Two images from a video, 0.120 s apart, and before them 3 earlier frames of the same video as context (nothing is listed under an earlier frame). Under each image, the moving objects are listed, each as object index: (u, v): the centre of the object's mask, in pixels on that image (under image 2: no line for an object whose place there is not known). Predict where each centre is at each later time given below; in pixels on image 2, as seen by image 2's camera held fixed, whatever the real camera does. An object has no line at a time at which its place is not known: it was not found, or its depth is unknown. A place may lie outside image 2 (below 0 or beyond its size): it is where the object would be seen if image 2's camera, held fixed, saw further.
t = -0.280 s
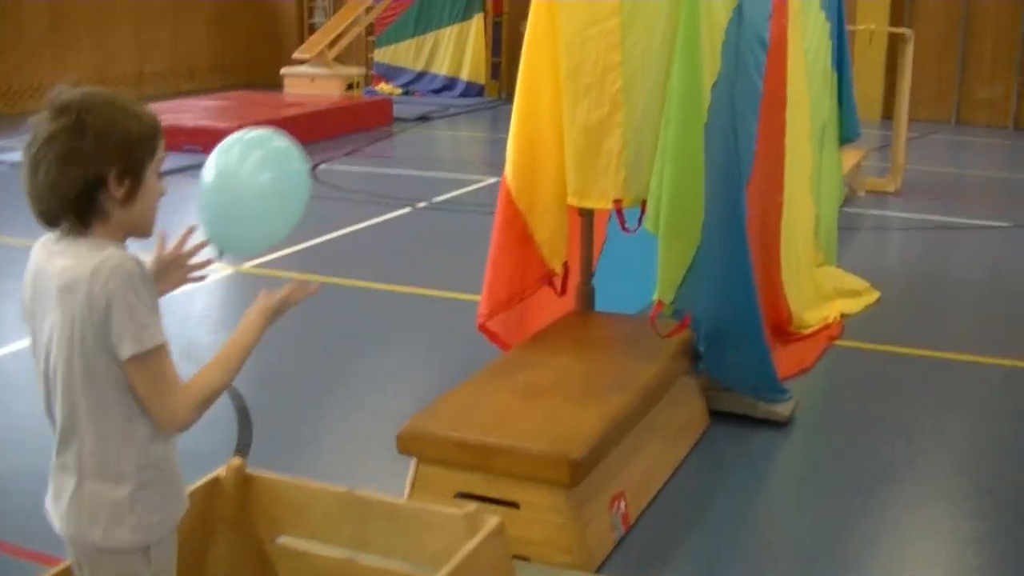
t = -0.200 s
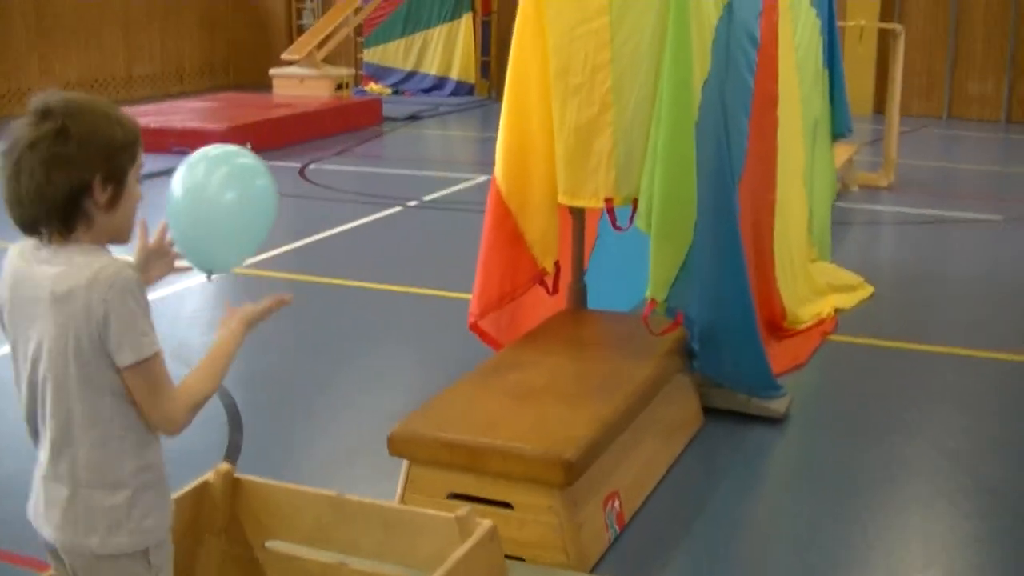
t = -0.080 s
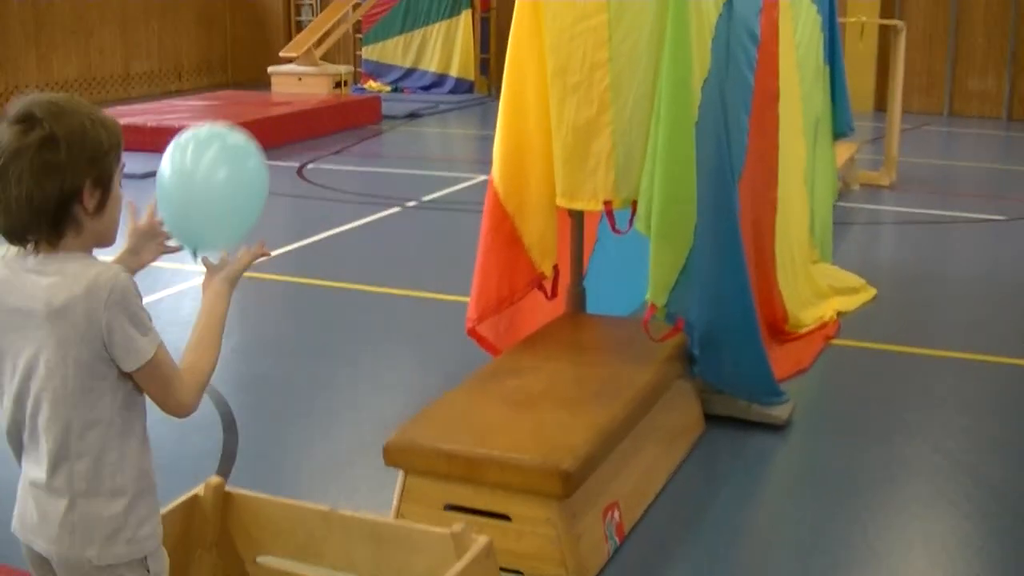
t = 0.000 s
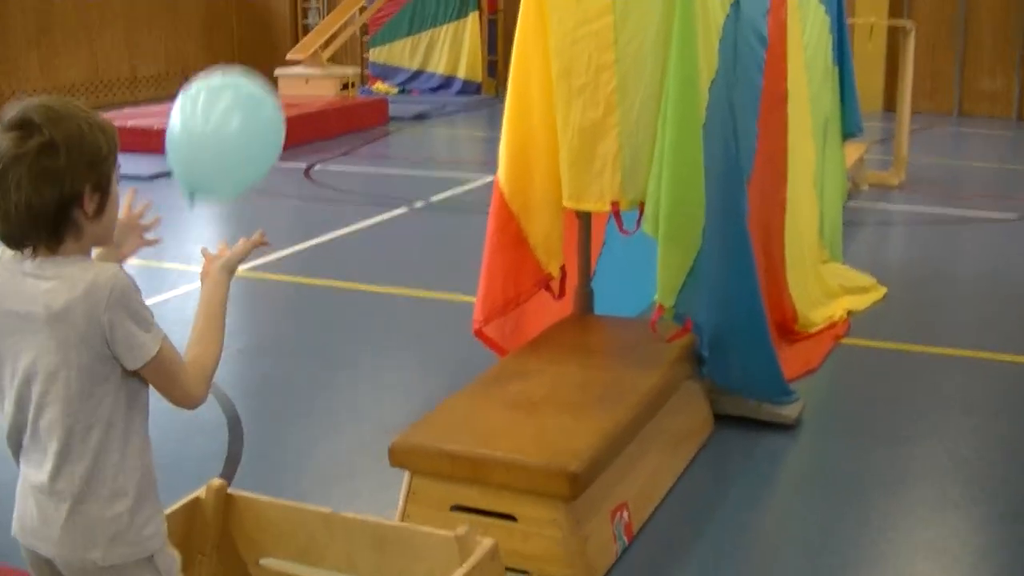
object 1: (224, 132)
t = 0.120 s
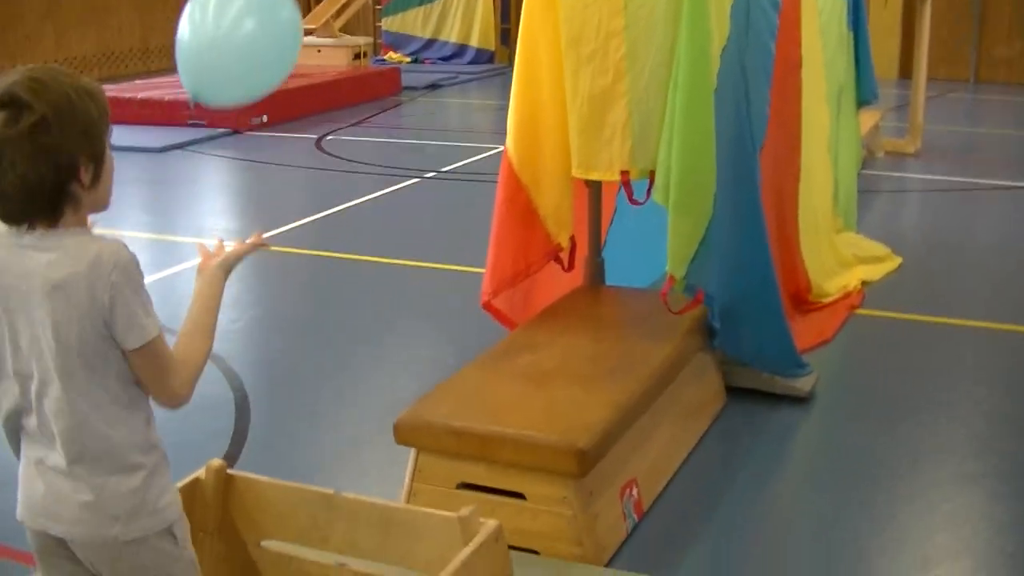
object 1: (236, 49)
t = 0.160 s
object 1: (235, 40)
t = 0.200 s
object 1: (233, 30)
